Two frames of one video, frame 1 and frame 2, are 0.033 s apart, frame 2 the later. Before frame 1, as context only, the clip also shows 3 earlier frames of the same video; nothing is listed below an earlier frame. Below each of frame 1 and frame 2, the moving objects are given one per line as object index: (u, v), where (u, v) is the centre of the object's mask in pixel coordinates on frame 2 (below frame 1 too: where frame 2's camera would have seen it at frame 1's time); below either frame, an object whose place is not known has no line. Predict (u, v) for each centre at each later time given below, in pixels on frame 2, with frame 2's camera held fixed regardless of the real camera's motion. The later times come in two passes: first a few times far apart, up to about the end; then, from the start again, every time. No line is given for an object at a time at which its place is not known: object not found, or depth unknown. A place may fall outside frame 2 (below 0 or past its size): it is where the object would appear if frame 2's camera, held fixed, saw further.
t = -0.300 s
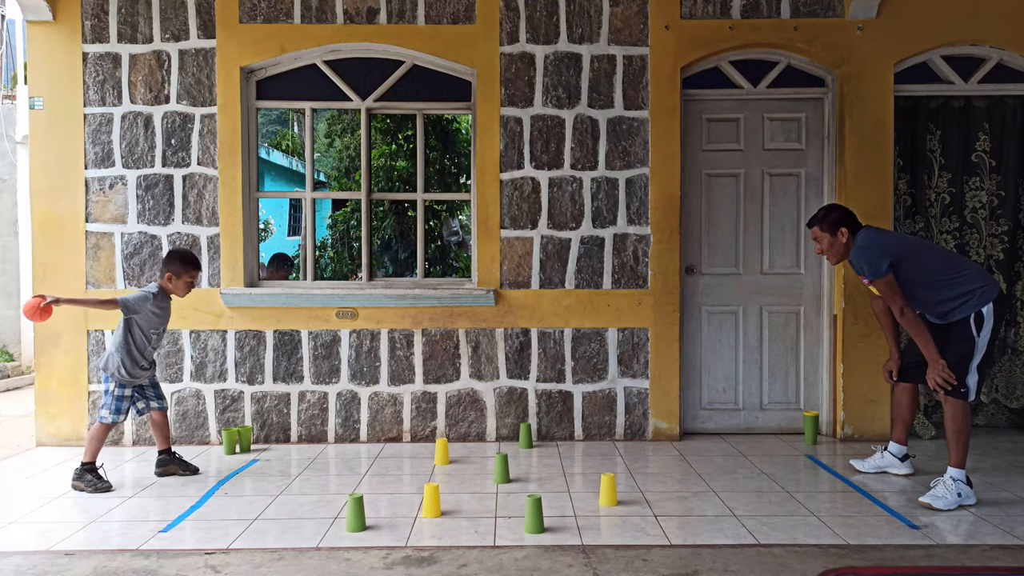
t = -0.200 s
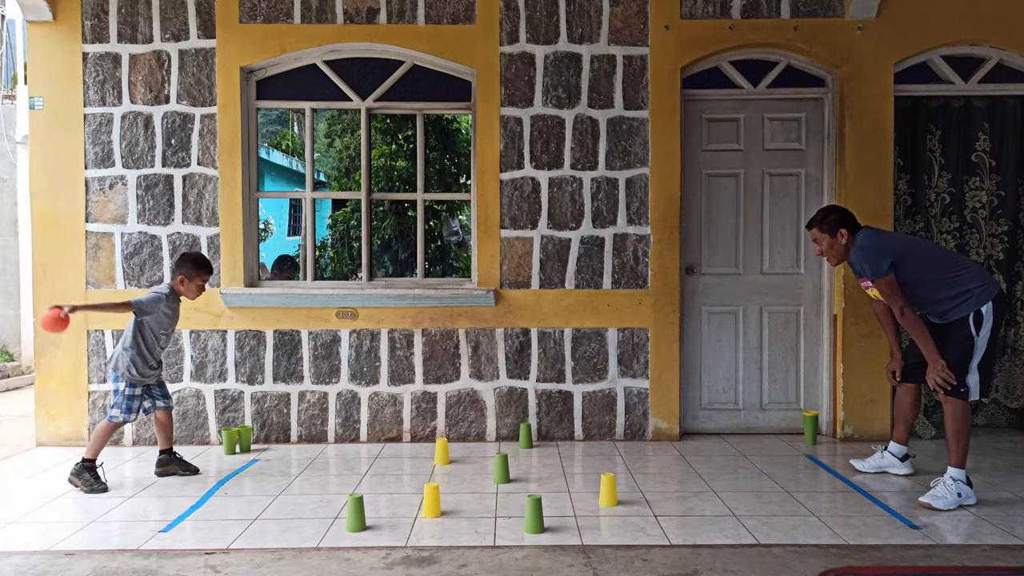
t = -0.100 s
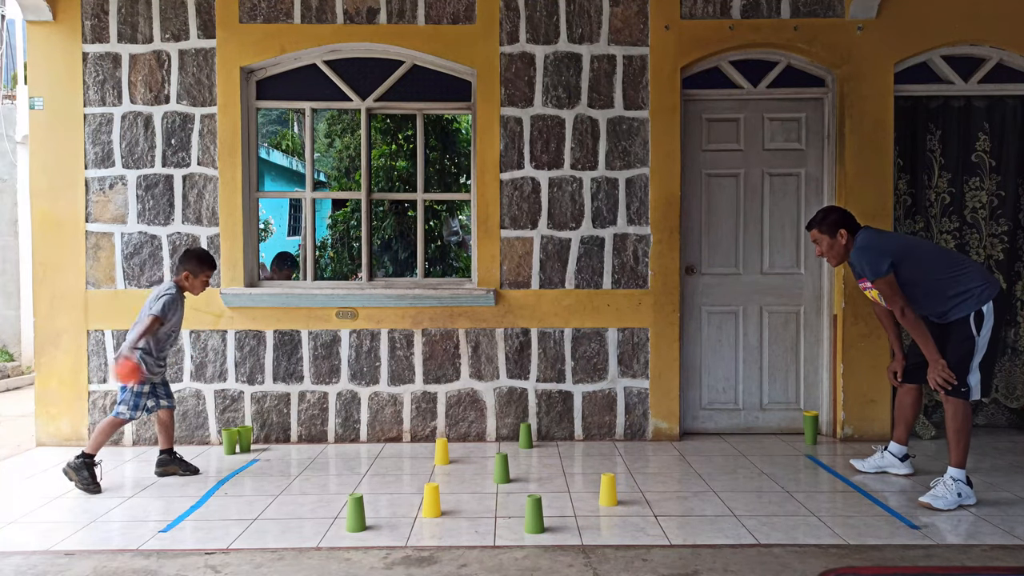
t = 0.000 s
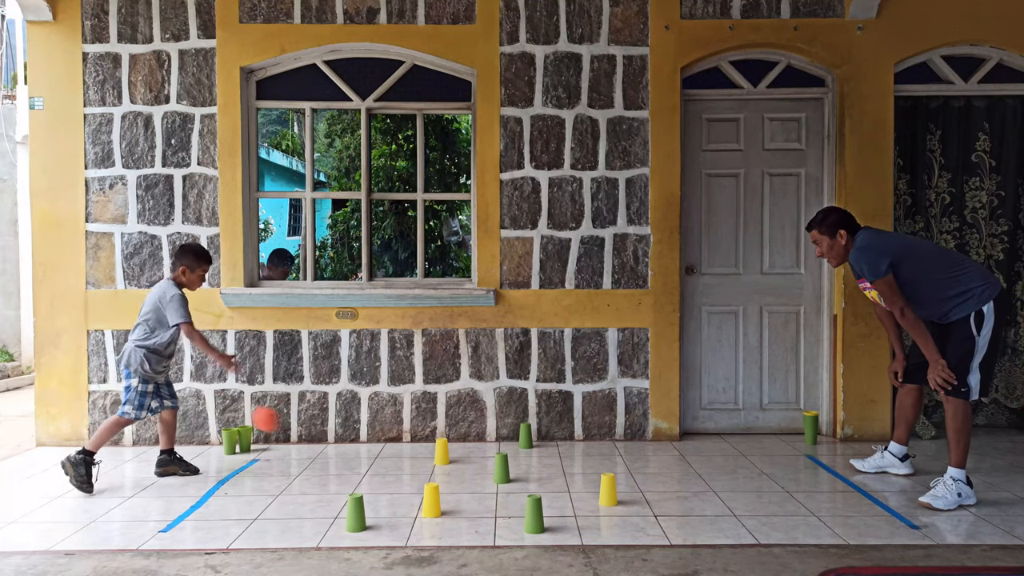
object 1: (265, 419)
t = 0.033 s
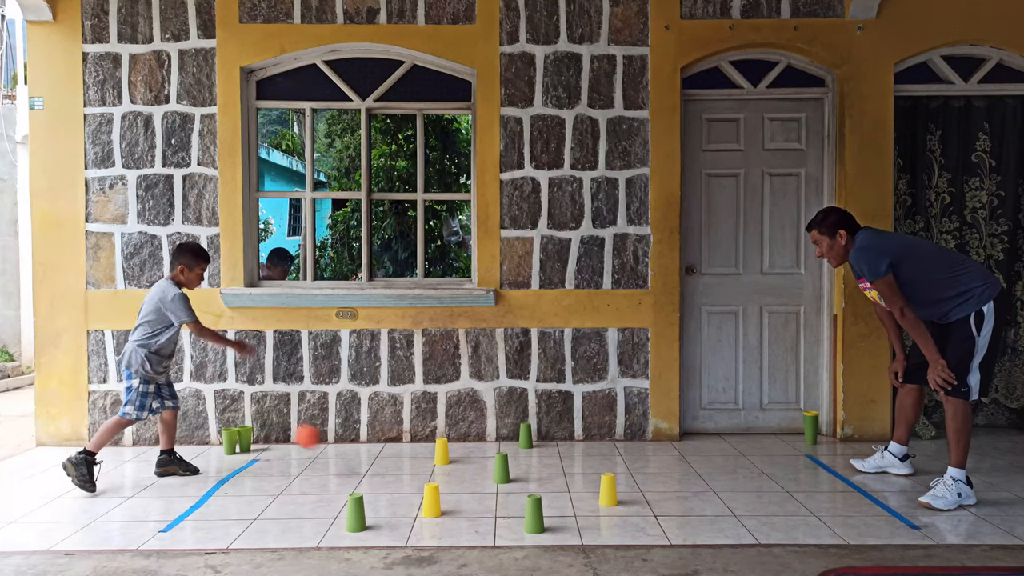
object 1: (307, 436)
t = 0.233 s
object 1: (456, 415)
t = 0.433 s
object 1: (564, 424)
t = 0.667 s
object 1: (672, 435)
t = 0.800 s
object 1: (733, 437)
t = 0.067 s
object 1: (346, 456)
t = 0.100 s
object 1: (373, 454)
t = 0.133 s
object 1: (396, 440)
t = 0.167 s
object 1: (416, 430)
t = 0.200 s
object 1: (435, 421)
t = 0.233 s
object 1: (456, 415)
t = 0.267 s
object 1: (474, 412)
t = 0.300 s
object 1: (493, 408)
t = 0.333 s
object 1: (512, 410)
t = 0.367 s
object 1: (528, 413)
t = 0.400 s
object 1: (547, 416)
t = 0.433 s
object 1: (564, 424)
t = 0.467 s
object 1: (579, 432)
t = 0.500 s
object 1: (594, 434)
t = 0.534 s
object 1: (609, 434)
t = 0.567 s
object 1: (625, 434)
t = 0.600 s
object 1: (640, 434)
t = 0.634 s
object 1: (657, 435)
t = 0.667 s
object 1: (672, 435)
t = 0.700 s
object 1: (686, 436)
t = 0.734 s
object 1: (702, 436)
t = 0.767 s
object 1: (719, 436)
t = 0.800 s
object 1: (733, 437)
